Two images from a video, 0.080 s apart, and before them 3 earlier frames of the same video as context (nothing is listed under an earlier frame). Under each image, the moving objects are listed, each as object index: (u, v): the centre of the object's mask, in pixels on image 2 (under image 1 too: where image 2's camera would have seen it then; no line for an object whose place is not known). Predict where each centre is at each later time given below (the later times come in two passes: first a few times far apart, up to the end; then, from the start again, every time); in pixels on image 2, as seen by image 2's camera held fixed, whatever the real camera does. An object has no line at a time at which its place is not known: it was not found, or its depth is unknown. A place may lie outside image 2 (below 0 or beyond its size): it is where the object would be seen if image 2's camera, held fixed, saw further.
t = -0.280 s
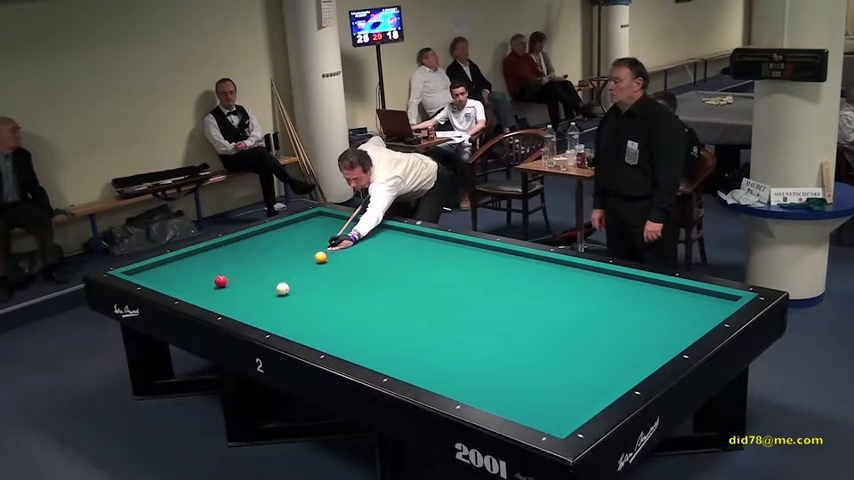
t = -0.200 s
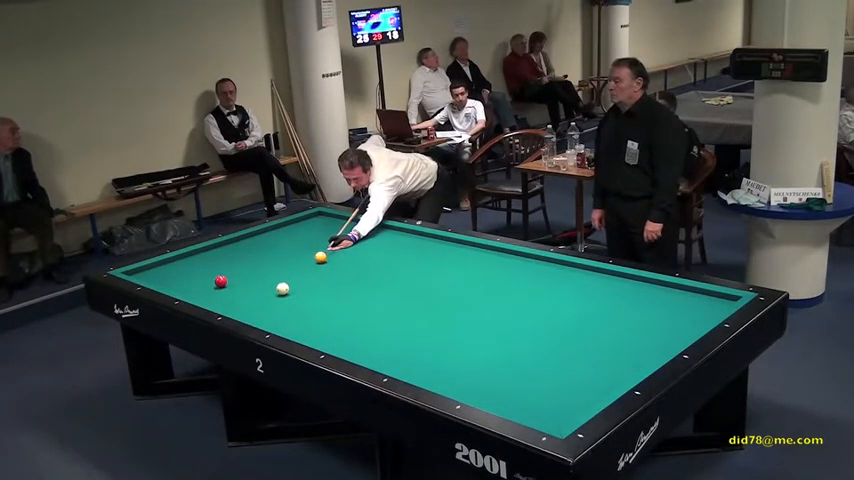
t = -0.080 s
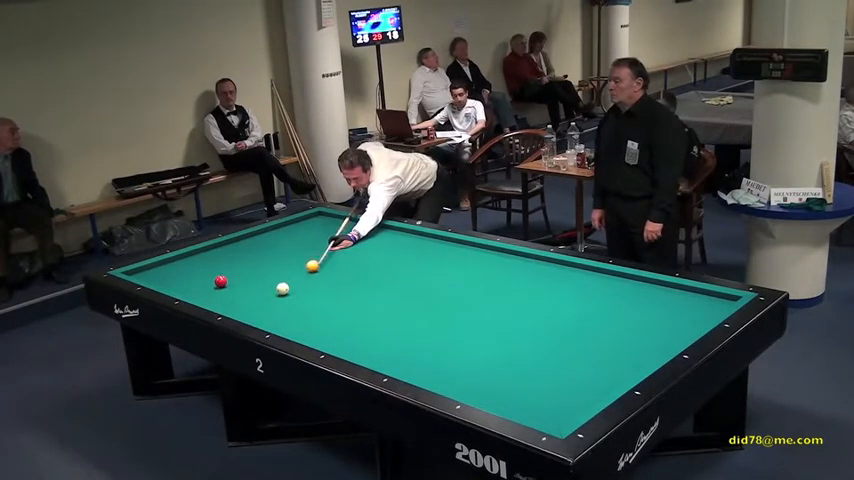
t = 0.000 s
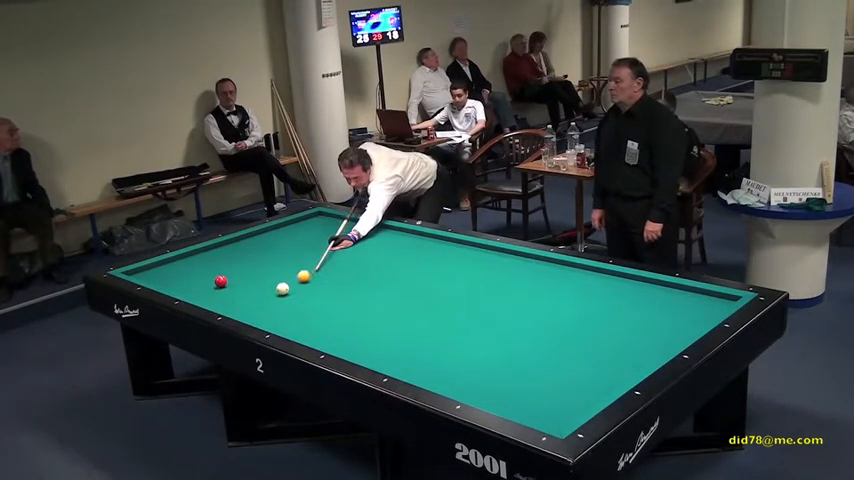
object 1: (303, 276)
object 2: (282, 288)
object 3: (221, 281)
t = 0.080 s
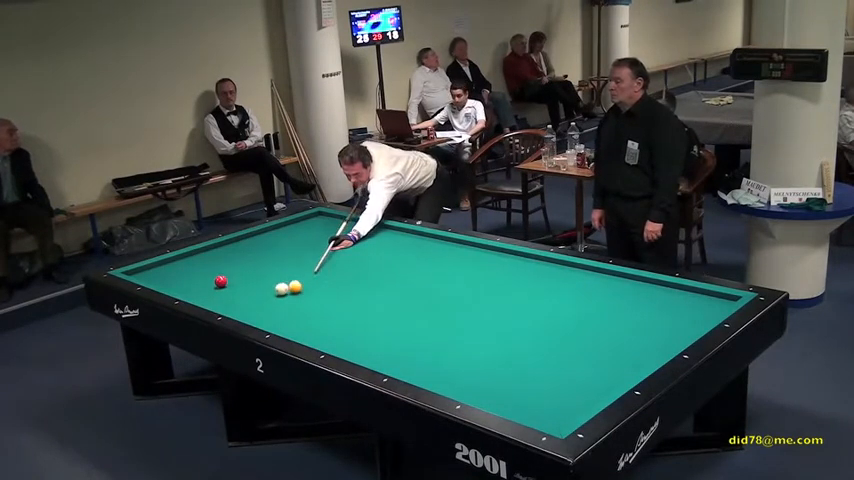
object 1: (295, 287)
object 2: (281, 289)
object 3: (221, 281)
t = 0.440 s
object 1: (313, 331)
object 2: (231, 297)
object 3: (221, 281)
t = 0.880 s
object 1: (444, 353)
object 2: (216, 295)
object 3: (221, 280)
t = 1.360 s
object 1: (622, 372)
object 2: (229, 283)
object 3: (219, 280)
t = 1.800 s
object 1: (592, 324)
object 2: (244, 275)
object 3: (217, 279)
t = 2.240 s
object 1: (568, 287)
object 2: (257, 268)
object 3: (215, 279)
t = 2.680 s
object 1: (544, 261)
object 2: (270, 262)
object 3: (214, 278)
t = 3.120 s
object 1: (477, 260)
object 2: (280, 256)
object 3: (214, 278)
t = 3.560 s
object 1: (415, 260)
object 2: (290, 251)
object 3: (214, 278)
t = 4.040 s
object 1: (352, 260)
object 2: (299, 247)
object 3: (214, 278)
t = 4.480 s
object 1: (297, 259)
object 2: (306, 243)
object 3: (214, 278)
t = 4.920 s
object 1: (246, 259)
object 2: (312, 240)
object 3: (214, 278)
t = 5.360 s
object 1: (198, 259)
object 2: (317, 238)
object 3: (214, 278)
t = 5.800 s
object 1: (168, 263)
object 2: (321, 236)
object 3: (214, 278)
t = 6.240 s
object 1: (158, 275)
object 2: (324, 234)
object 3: (214, 278)
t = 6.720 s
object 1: (166, 282)
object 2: (327, 233)
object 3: (214, 278)
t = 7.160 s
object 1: (190, 282)
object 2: (328, 233)
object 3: (214, 278)
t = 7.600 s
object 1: (209, 283)
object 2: (328, 233)
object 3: (218, 277)
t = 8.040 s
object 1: (224, 286)
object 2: (328, 233)
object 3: (223, 275)
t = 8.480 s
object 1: (236, 287)
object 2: (328, 233)
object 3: (227, 275)
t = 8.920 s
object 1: (248, 290)
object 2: (328, 233)
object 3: (230, 273)
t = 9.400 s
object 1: (259, 291)
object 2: (328, 233)
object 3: (232, 273)
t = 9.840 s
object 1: (268, 293)
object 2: (328, 233)
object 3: (232, 273)
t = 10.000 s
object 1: (271, 294)
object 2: (328, 233)
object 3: (232, 273)
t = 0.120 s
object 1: (298, 291)
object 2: (274, 290)
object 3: (221, 281)
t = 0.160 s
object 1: (300, 295)
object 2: (267, 291)
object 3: (221, 281)
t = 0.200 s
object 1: (302, 300)
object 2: (261, 292)
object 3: (221, 281)
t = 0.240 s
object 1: (304, 305)
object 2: (256, 293)
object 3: (221, 281)
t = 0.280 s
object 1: (305, 310)
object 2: (250, 294)
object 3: (221, 281)
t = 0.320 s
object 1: (307, 315)
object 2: (246, 295)
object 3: (221, 281)
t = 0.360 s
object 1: (309, 321)
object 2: (240, 296)
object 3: (221, 281)
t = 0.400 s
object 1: (311, 326)
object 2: (236, 297)
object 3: (221, 281)
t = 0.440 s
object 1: (313, 331)
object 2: (231, 297)
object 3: (221, 281)
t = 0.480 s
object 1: (315, 336)
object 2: (226, 298)
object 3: (221, 281)
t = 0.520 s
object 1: (322, 339)
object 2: (221, 299)
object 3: (221, 281)
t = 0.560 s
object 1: (336, 342)
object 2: (216, 300)
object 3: (221, 281)
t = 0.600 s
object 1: (350, 343)
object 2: (211, 300)
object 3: (221, 281)
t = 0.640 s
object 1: (363, 344)
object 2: (208, 299)
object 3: (221, 281)
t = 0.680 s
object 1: (376, 345)
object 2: (210, 299)
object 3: (221, 281)
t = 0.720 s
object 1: (389, 347)
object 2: (211, 298)
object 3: (221, 281)
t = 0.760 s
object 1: (403, 348)
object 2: (212, 298)
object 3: (220, 281)
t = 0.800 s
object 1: (416, 350)
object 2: (213, 297)
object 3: (221, 281)
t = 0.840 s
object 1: (430, 351)
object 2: (214, 296)
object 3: (221, 280)
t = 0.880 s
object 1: (444, 353)
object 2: (216, 295)
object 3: (221, 280)
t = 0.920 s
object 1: (457, 354)
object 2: (217, 294)
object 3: (221, 280)
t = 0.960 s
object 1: (472, 356)
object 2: (218, 293)
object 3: (221, 280)
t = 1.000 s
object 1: (487, 357)
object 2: (219, 292)
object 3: (221, 280)
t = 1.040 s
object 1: (501, 359)
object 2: (220, 291)
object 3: (221, 279)
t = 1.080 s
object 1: (516, 360)
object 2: (221, 290)
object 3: (220, 279)
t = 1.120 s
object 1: (530, 362)
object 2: (222, 289)
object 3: (220, 279)
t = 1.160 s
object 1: (545, 364)
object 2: (223, 288)
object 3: (220, 279)
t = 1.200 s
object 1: (560, 365)
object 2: (224, 287)
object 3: (220, 279)
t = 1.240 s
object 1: (576, 367)
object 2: (226, 286)
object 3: (219, 279)
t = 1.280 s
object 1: (591, 369)
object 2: (227, 285)
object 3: (219, 280)
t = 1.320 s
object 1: (607, 370)
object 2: (228, 284)
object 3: (219, 281)
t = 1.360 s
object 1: (622, 372)
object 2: (229, 283)
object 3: (219, 280)
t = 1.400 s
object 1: (627, 370)
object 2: (230, 282)
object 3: (219, 281)
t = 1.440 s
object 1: (622, 364)
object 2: (231, 281)
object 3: (220, 280)
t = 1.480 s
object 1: (616, 359)
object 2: (232, 281)
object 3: (219, 281)
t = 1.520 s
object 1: (612, 353)
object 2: (234, 280)
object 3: (219, 280)
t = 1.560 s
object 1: (608, 349)
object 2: (236, 279)
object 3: (219, 280)
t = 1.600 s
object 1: (605, 344)
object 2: (237, 278)
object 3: (219, 280)
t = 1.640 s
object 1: (602, 340)
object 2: (239, 278)
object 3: (218, 280)
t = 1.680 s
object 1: (599, 336)
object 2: (240, 277)
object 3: (218, 280)
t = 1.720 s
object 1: (597, 332)
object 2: (241, 276)
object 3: (218, 280)
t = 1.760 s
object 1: (594, 328)
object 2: (242, 276)
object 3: (218, 280)
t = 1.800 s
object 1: (592, 324)
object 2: (244, 275)
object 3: (217, 279)
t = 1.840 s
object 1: (589, 320)
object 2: (245, 274)
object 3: (217, 279)
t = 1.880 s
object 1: (587, 316)
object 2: (246, 274)
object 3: (217, 279)
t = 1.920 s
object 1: (585, 313)
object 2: (248, 273)
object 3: (217, 279)
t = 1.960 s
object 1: (582, 309)
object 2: (249, 272)
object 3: (217, 279)
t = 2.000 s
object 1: (580, 306)
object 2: (250, 272)
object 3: (217, 279)
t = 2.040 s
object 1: (578, 303)
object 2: (252, 271)
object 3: (216, 279)
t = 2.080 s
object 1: (576, 299)
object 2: (253, 270)
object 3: (216, 279)
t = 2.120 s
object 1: (574, 296)
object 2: (254, 270)
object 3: (216, 279)
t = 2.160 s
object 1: (572, 293)
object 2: (255, 269)
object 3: (216, 279)
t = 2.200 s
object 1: (570, 290)
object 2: (256, 268)
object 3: (215, 279)
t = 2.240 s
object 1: (568, 287)
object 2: (257, 268)
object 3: (215, 279)
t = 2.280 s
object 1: (566, 284)
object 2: (259, 267)
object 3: (215, 279)
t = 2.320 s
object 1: (565, 281)
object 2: (260, 267)
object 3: (215, 279)
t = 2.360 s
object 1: (563, 278)
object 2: (261, 266)
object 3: (215, 279)
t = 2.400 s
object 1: (561, 275)
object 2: (262, 265)
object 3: (215, 279)
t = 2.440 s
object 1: (559, 273)
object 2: (263, 265)
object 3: (215, 279)
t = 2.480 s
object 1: (558, 270)
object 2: (264, 264)
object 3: (214, 278)
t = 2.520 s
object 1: (556, 267)
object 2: (265, 264)
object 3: (215, 278)
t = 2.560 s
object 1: (554, 265)
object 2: (267, 263)
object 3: (214, 278)
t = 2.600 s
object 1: (553, 262)
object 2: (268, 263)
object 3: (214, 278)
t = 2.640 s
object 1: (550, 261)
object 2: (269, 262)
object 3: (214, 278)
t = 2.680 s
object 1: (544, 261)
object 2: (270, 262)
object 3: (214, 278)
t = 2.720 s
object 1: (537, 261)
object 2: (271, 261)
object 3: (214, 278)
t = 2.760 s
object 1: (531, 261)
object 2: (272, 261)
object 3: (214, 278)
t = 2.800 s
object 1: (525, 261)
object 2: (273, 260)
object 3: (214, 278)
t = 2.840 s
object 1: (519, 261)
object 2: (274, 260)
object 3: (214, 278)
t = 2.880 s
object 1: (513, 261)
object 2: (275, 259)
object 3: (214, 278)
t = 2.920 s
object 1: (507, 261)
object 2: (276, 259)
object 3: (214, 278)
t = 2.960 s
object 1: (501, 260)
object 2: (277, 258)
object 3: (214, 278)
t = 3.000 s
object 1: (495, 260)
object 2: (277, 258)
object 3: (214, 278)
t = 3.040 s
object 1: (489, 261)
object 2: (279, 257)
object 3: (214, 278)
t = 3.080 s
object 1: (483, 260)
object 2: (279, 257)
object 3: (214, 278)
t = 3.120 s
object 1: (477, 260)
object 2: (280, 256)
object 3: (214, 278)
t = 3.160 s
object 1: (472, 261)
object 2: (281, 256)
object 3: (214, 278)
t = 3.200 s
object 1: (466, 260)
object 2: (282, 255)
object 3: (214, 278)
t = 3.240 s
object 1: (460, 260)
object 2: (283, 255)
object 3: (214, 278)
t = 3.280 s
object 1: (454, 260)
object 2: (284, 254)
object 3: (214, 278)
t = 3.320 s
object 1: (449, 260)
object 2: (285, 254)
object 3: (214, 278)
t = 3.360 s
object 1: (443, 260)
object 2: (286, 253)
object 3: (214, 278)
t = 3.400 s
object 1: (437, 260)
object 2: (286, 253)
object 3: (214, 278)
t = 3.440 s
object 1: (432, 260)
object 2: (287, 253)
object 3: (214, 278)
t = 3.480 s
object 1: (426, 260)
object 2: (288, 252)
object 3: (214, 278)
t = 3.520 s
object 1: (421, 260)
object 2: (289, 252)
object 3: (214, 278)
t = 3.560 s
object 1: (415, 260)
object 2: (290, 251)
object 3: (214, 278)
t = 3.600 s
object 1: (410, 260)
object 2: (290, 251)
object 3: (214, 278)
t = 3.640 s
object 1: (405, 260)
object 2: (291, 250)
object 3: (214, 278)
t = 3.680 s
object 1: (399, 260)
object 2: (292, 250)
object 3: (214, 278)
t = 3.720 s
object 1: (394, 260)
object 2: (293, 250)
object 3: (214, 278)
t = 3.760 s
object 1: (388, 260)
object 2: (294, 249)
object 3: (214, 278)
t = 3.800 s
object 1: (383, 260)
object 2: (294, 249)
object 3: (214, 278)
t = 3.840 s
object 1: (378, 260)
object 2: (295, 249)
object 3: (214, 278)
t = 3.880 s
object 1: (372, 260)
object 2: (296, 248)
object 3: (214, 278)
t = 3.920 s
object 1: (368, 260)
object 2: (297, 248)
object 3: (214, 278)
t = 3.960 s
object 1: (362, 259)
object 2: (297, 248)
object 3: (214, 278)
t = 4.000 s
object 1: (357, 260)
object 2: (298, 247)
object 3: (214, 278)
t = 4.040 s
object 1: (352, 260)
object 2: (299, 247)
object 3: (214, 278)
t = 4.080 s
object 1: (347, 260)
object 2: (299, 247)
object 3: (214, 278)
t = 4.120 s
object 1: (342, 259)
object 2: (300, 246)
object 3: (214, 278)
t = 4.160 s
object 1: (337, 260)
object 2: (301, 246)
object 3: (214, 278)
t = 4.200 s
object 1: (331, 260)
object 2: (301, 246)
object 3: (214, 278)
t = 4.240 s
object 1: (326, 259)
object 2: (302, 245)
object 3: (214, 278)
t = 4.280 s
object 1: (321, 259)
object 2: (303, 245)
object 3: (214, 278)
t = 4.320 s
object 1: (317, 259)
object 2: (303, 244)
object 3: (214, 278)
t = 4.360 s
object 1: (312, 259)
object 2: (304, 244)
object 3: (214, 278)
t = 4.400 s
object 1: (307, 259)
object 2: (305, 244)
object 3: (214, 278)
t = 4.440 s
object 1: (302, 259)
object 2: (305, 244)
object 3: (214, 278)
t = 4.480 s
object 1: (297, 259)
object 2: (306, 243)
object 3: (214, 278)
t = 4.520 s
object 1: (292, 259)
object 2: (306, 243)
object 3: (214, 278)
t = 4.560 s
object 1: (288, 259)
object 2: (307, 243)
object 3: (214, 278)
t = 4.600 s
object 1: (283, 259)
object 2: (308, 242)
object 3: (214, 278)
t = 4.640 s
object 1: (278, 259)
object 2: (308, 242)
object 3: (214, 278)
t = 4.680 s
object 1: (273, 259)
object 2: (309, 242)
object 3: (214, 278)
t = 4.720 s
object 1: (269, 259)
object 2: (309, 242)
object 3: (214, 278)
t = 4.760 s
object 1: (264, 259)
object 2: (310, 241)
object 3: (214, 278)
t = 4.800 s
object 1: (260, 259)
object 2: (310, 241)
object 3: (214, 278)
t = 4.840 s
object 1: (255, 259)
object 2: (311, 241)
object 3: (214, 278)
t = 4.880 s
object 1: (251, 259)
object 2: (311, 241)
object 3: (214, 278)
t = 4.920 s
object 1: (246, 259)
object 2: (312, 240)
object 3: (214, 278)
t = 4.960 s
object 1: (242, 259)
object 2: (312, 240)
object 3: (214, 278)
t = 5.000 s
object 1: (237, 259)
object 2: (313, 240)
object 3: (214, 278)
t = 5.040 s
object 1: (233, 259)
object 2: (313, 240)
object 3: (214, 278)
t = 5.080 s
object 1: (229, 259)
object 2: (314, 240)
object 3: (214, 278)
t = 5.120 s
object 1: (224, 259)
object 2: (314, 239)
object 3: (214, 278)
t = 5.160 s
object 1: (220, 259)
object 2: (315, 239)
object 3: (214, 278)
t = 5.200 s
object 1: (215, 259)
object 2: (315, 239)
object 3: (214, 278)
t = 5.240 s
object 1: (211, 259)
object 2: (316, 239)
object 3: (214, 278)
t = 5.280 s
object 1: (206, 259)
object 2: (316, 238)
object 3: (214, 278)
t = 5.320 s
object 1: (202, 259)
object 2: (317, 238)
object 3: (214, 278)
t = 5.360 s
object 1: (198, 259)
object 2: (317, 238)
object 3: (214, 278)
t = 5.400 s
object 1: (194, 259)
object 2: (317, 238)
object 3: (214, 278)
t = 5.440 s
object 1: (190, 259)
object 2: (318, 237)
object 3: (214, 278)
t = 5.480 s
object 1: (185, 259)
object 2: (318, 237)
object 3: (214, 278)
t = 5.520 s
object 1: (181, 259)
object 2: (319, 237)
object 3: (214, 278)
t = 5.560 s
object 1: (177, 259)
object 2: (319, 237)
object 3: (214, 278)
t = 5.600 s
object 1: (173, 258)
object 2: (319, 237)
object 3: (214, 278)
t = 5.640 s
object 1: (171, 259)
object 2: (320, 237)
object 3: (214, 278)
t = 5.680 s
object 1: (170, 260)
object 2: (320, 236)
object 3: (214, 278)
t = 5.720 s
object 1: (169, 261)
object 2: (320, 236)
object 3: (214, 278)
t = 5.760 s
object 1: (168, 262)
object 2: (321, 236)
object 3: (214, 278)
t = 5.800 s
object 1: (168, 263)
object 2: (321, 236)
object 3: (214, 278)
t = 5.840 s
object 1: (167, 264)
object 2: (322, 236)
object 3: (214, 278)
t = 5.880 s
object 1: (166, 266)
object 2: (322, 236)
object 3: (214, 278)
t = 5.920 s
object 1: (165, 266)
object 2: (322, 235)
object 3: (214, 278)
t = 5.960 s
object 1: (164, 267)
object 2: (322, 235)
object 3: (214, 278)
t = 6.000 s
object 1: (163, 269)
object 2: (323, 235)
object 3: (214, 278)
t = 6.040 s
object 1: (162, 270)
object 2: (323, 235)
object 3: (214, 278)
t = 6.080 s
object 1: (161, 271)
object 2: (323, 235)
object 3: (214, 278)
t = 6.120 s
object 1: (161, 272)
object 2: (323, 235)
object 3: (214, 278)
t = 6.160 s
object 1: (160, 273)
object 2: (324, 235)
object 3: (214, 278)
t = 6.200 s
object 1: (159, 274)
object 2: (324, 235)
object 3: (214, 278)
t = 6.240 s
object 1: (158, 275)
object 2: (324, 234)
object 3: (214, 278)
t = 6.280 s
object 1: (158, 276)
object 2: (324, 234)
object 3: (214, 278)
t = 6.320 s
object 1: (157, 277)
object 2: (325, 234)
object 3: (214, 278)
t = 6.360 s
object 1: (156, 278)
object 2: (325, 234)
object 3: (214, 278)
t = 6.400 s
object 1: (155, 279)
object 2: (325, 234)
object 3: (214, 278)
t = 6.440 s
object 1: (155, 280)
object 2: (325, 234)
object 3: (214, 278)
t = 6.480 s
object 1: (154, 280)
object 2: (326, 234)
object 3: (214, 278)
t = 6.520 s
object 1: (154, 281)
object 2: (326, 234)
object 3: (214, 278)
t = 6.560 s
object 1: (157, 281)
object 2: (326, 234)
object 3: (214, 278)
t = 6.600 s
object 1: (159, 281)
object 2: (326, 234)
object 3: (214, 278)
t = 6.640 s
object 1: (161, 281)
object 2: (326, 233)
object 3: (214, 278)
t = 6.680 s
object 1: (164, 282)
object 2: (326, 233)
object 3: (214, 278)
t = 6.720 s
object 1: (166, 282)
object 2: (327, 233)
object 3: (214, 278)
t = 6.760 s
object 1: (168, 282)
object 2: (327, 233)
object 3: (214, 278)
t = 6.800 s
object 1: (170, 282)
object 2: (327, 233)
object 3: (214, 278)
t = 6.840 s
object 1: (172, 282)
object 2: (327, 233)
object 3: (214, 278)
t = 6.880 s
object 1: (174, 282)
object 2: (327, 233)
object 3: (214, 278)
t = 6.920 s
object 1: (176, 282)
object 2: (327, 233)
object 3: (214, 278)
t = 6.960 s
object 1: (179, 282)
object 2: (327, 233)
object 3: (214, 278)
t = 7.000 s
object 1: (181, 282)
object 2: (328, 233)
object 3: (214, 278)
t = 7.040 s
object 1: (183, 282)
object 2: (328, 233)
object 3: (214, 278)
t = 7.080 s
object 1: (185, 282)
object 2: (328, 233)
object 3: (214, 278)
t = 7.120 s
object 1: (188, 282)
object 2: (328, 233)
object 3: (214, 278)
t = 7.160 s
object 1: (190, 282)
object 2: (328, 233)
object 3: (214, 278)
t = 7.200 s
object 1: (192, 282)
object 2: (328, 233)
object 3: (214, 278)
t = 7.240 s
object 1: (194, 282)
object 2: (328, 233)
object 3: (214, 278)
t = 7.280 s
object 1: (196, 282)
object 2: (328, 233)
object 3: (214, 278)
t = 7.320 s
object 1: (198, 282)
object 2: (328, 233)
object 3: (214, 278)
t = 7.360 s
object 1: (200, 282)
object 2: (328, 233)
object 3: (214, 278)
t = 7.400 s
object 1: (202, 282)
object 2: (328, 233)
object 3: (214, 278)
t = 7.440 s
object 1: (204, 282)
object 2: (328, 233)
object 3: (215, 278)
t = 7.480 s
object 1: (206, 283)
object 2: (328, 233)
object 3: (216, 277)
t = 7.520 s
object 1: (207, 283)
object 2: (328, 233)
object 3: (216, 277)
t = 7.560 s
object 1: (208, 283)
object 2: (328, 233)
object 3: (217, 277)
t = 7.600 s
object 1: (209, 283)
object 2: (328, 233)
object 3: (218, 277)
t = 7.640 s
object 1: (211, 283)
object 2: (328, 233)
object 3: (219, 277)
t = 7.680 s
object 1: (212, 284)
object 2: (328, 233)
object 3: (219, 276)
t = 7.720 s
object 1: (213, 284)
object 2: (328, 233)
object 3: (220, 276)
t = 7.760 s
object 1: (215, 284)
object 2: (328, 233)
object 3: (220, 276)
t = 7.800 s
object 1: (216, 285)
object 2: (328, 233)
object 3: (221, 275)
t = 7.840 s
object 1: (217, 284)
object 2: (328, 233)
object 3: (221, 275)
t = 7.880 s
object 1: (219, 285)
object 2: (328, 233)
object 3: (222, 275)
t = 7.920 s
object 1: (220, 285)
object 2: (328, 233)
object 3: (222, 275)
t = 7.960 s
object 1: (221, 285)
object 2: (328, 233)
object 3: (222, 274)
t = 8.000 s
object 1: (223, 285)
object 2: (328, 233)
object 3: (223, 275)
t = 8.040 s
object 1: (224, 286)
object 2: (328, 233)
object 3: (223, 275)
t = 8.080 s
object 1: (225, 286)
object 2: (328, 233)
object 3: (223, 275)
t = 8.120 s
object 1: (226, 286)
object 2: (328, 233)
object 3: (224, 275)
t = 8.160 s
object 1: (227, 286)
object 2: (328, 233)
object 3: (225, 275)
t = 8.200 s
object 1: (228, 286)
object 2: (328, 233)
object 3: (225, 275)
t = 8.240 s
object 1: (229, 287)
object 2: (328, 233)
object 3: (225, 275)
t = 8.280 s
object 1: (231, 287)
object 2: (328, 233)
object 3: (225, 275)
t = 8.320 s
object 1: (232, 287)
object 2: (328, 233)
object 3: (226, 275)
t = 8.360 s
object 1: (233, 287)
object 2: (328, 233)
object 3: (226, 275)
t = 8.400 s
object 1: (234, 287)
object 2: (328, 233)
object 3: (227, 275)
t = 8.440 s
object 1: (235, 287)
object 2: (328, 233)
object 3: (227, 274)
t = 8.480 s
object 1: (236, 287)
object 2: (328, 233)
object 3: (227, 275)
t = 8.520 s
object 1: (237, 288)
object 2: (328, 233)
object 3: (228, 274)
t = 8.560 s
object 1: (238, 288)
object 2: (328, 233)
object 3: (228, 274)
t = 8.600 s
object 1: (239, 288)
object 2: (328, 233)
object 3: (228, 274)
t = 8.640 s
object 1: (240, 289)
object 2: (328, 233)
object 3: (229, 274)
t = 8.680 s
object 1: (242, 289)
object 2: (328, 233)
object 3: (229, 274)
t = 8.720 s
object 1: (243, 289)
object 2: (328, 233)
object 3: (229, 274)
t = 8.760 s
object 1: (244, 289)
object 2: (328, 233)
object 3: (229, 274)
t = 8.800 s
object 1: (245, 289)
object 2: (328, 233)
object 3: (229, 274)
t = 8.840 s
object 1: (246, 289)
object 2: (328, 233)
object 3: (229, 274)
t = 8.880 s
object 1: (247, 290)
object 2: (328, 233)
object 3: (230, 274)
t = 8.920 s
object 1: (248, 290)
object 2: (328, 233)
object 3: (230, 273)
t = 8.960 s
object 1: (249, 290)
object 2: (328, 233)
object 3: (231, 273)
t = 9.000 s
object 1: (250, 290)
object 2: (328, 233)
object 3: (231, 273)
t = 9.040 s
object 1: (251, 290)
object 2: (328, 233)
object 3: (231, 273)
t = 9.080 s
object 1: (252, 290)
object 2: (328, 233)
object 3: (231, 273)
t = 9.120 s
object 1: (253, 291)
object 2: (328, 233)
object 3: (231, 273)
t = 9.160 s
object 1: (254, 291)
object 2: (328, 233)
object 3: (231, 273)
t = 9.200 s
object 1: (255, 291)
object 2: (328, 233)
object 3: (231, 273)
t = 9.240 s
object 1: (256, 291)
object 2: (328, 233)
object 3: (231, 273)
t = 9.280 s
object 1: (256, 291)
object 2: (328, 233)
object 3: (231, 273)
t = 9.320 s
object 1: (257, 291)
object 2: (328, 233)
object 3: (232, 273)
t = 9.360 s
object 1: (258, 291)
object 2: (328, 233)
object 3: (232, 273)
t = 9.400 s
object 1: (259, 291)
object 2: (328, 233)
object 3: (232, 273)
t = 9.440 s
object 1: (260, 292)
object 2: (328, 233)
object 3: (232, 273)
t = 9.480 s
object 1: (261, 292)
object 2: (328, 233)
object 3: (232, 273)
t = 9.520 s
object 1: (262, 292)
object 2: (328, 233)
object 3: (232, 273)
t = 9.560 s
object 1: (262, 292)
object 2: (328, 233)
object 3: (232, 273)
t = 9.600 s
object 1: (263, 292)
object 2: (328, 233)
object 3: (232, 273)
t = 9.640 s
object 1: (264, 292)
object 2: (328, 233)
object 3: (232, 273)
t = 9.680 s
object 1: (265, 293)
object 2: (328, 233)
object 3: (232, 273)
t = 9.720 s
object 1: (266, 293)
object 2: (328, 233)
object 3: (232, 273)
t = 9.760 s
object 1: (267, 293)
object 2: (328, 233)
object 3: (232, 273)
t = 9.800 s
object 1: (268, 293)
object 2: (328, 233)
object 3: (232, 273)
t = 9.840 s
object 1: (268, 293)
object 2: (328, 233)
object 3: (232, 273)
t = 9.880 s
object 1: (269, 293)
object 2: (328, 233)
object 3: (232, 273)
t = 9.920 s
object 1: (270, 293)
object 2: (328, 233)
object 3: (232, 273)
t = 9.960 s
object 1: (270, 294)
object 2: (328, 233)
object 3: (232, 273)
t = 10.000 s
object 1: (271, 294)
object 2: (328, 233)
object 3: (232, 273)
